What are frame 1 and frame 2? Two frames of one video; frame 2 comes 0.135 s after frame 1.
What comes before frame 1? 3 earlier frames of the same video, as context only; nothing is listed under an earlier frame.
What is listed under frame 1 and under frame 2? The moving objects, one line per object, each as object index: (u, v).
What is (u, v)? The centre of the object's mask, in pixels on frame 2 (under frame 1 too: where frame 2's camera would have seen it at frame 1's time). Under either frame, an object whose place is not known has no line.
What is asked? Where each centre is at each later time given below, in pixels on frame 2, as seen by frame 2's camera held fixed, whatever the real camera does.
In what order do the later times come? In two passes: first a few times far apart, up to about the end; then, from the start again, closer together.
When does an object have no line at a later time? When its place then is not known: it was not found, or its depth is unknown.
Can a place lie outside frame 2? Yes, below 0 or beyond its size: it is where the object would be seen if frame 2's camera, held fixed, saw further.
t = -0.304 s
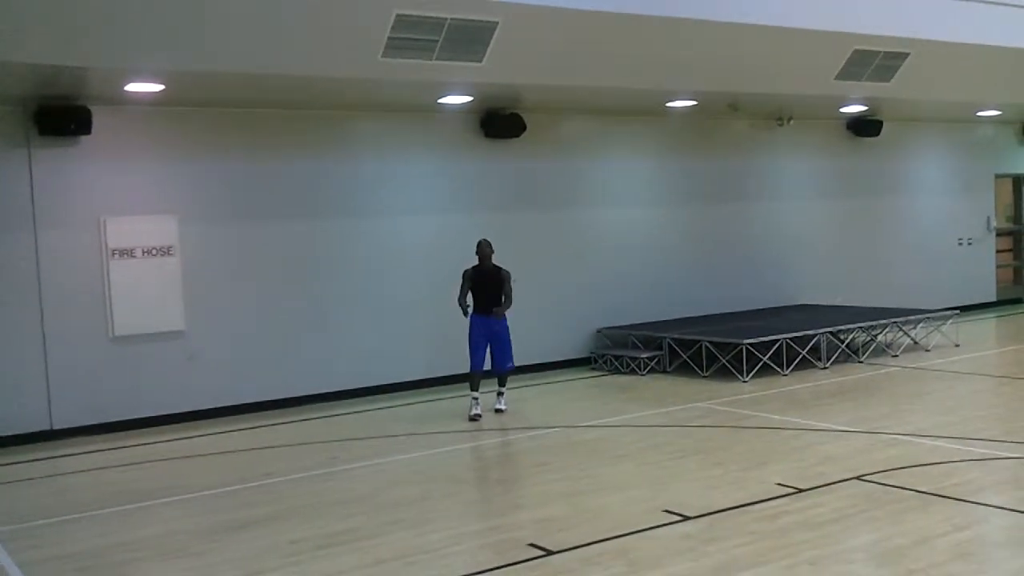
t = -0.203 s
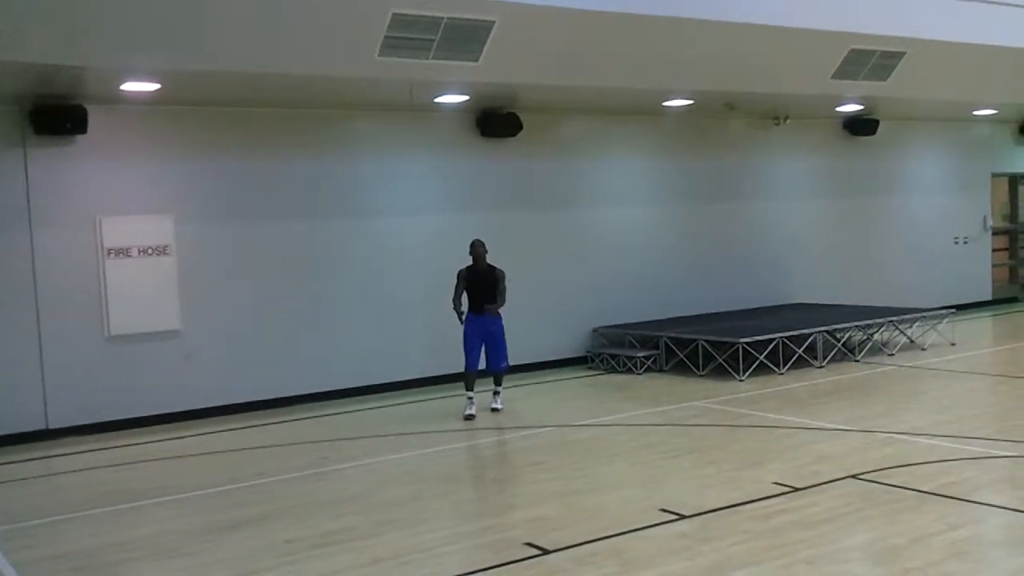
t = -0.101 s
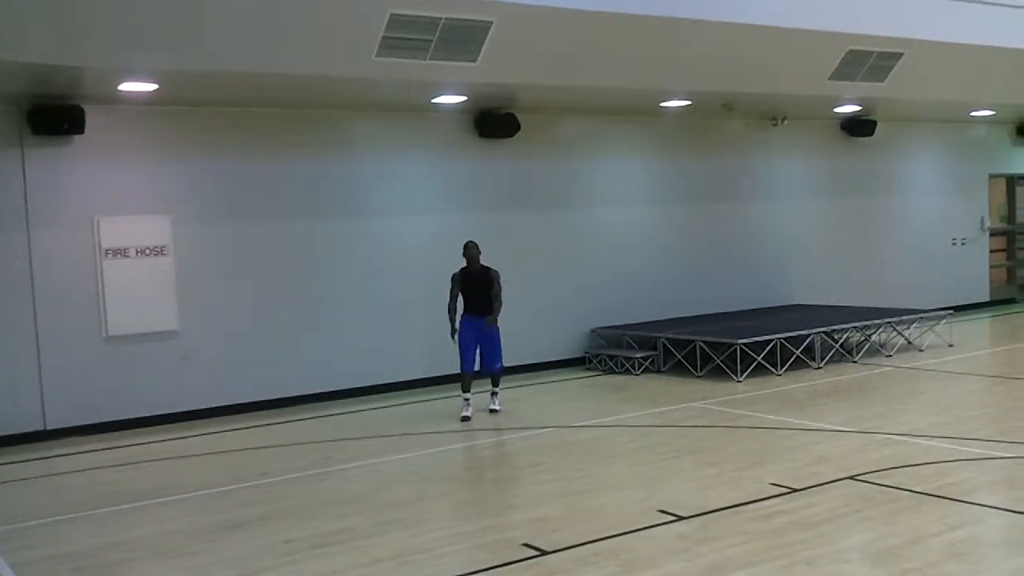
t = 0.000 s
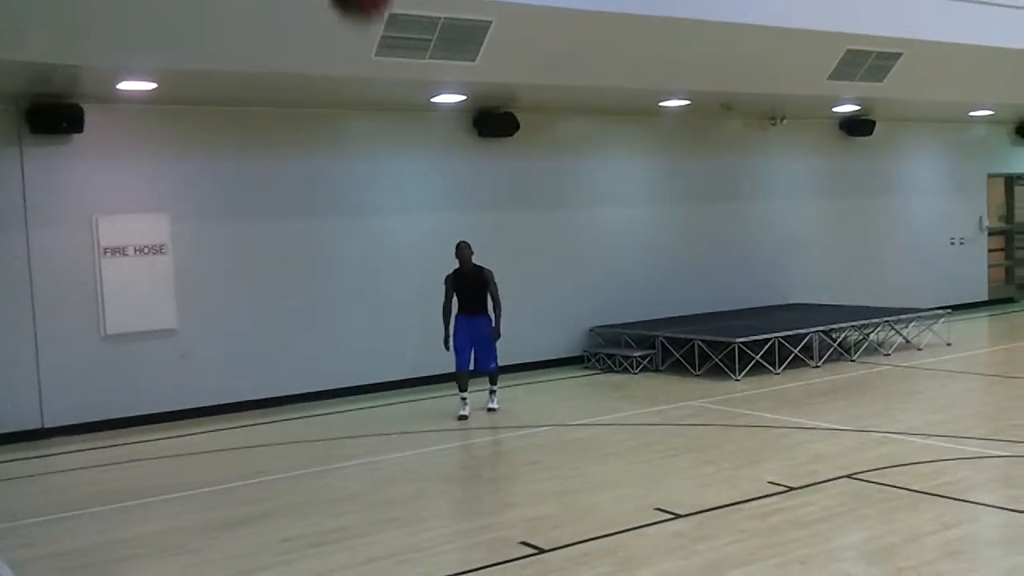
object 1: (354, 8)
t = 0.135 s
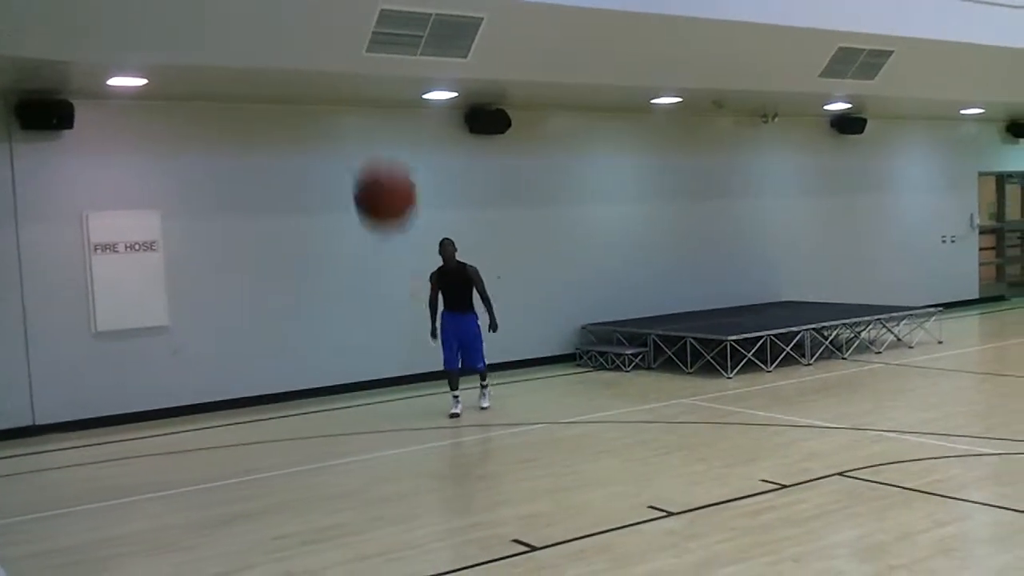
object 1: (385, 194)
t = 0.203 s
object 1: (400, 313)
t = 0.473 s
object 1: (434, 492)
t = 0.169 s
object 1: (393, 253)
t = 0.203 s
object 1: (400, 313)
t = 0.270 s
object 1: (418, 436)
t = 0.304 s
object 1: (427, 502)
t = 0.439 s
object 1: (437, 532)
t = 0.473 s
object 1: (434, 492)
